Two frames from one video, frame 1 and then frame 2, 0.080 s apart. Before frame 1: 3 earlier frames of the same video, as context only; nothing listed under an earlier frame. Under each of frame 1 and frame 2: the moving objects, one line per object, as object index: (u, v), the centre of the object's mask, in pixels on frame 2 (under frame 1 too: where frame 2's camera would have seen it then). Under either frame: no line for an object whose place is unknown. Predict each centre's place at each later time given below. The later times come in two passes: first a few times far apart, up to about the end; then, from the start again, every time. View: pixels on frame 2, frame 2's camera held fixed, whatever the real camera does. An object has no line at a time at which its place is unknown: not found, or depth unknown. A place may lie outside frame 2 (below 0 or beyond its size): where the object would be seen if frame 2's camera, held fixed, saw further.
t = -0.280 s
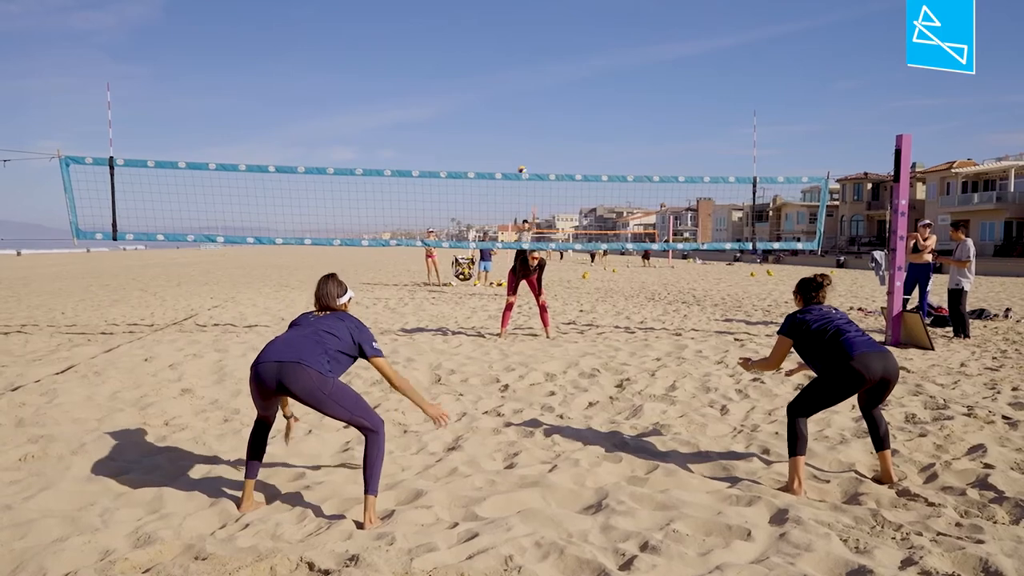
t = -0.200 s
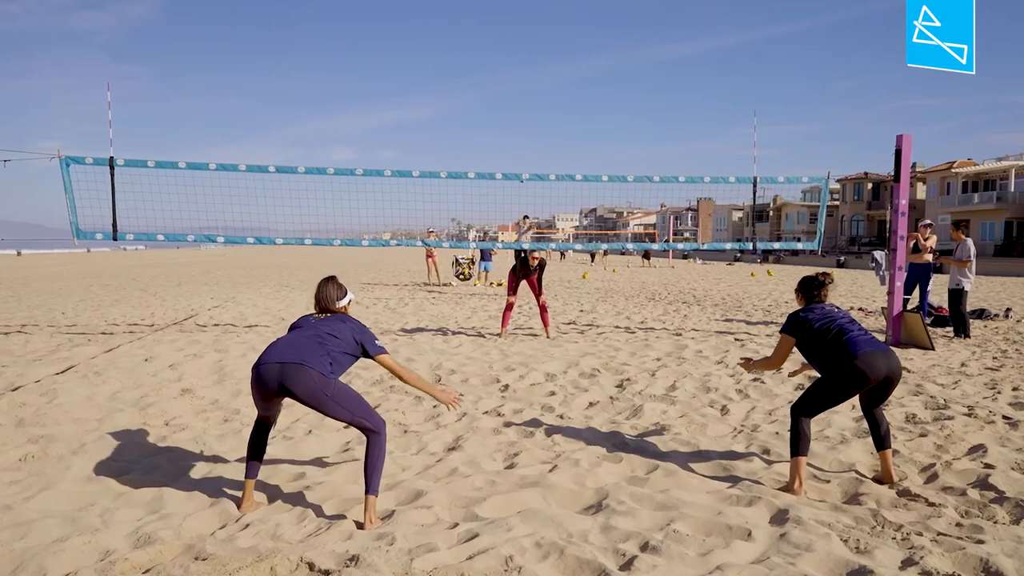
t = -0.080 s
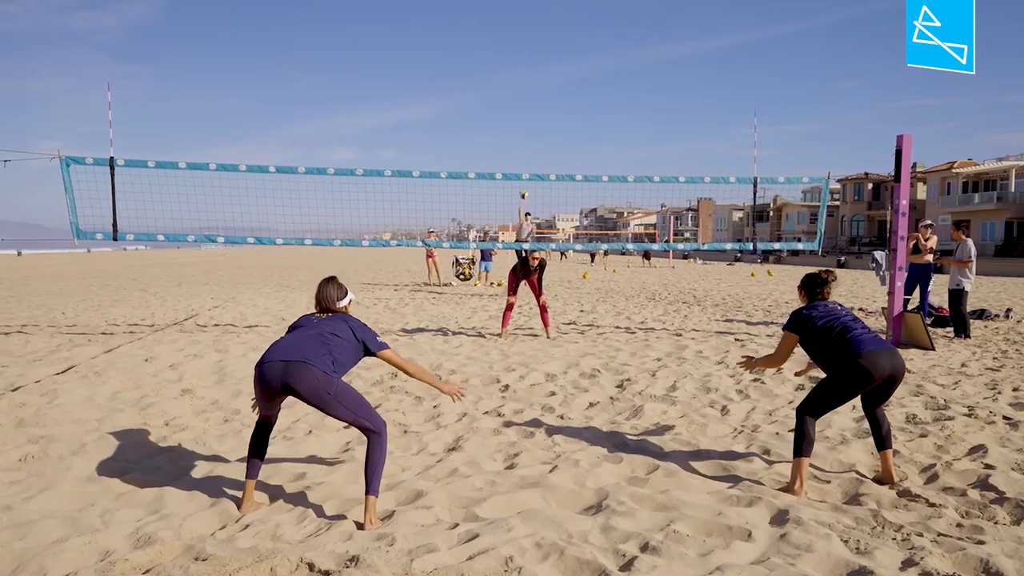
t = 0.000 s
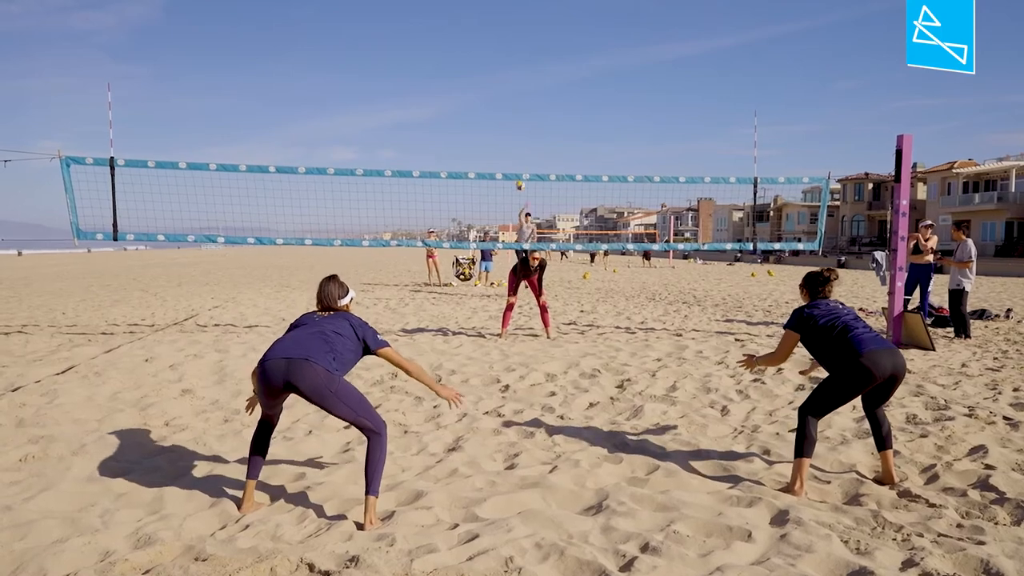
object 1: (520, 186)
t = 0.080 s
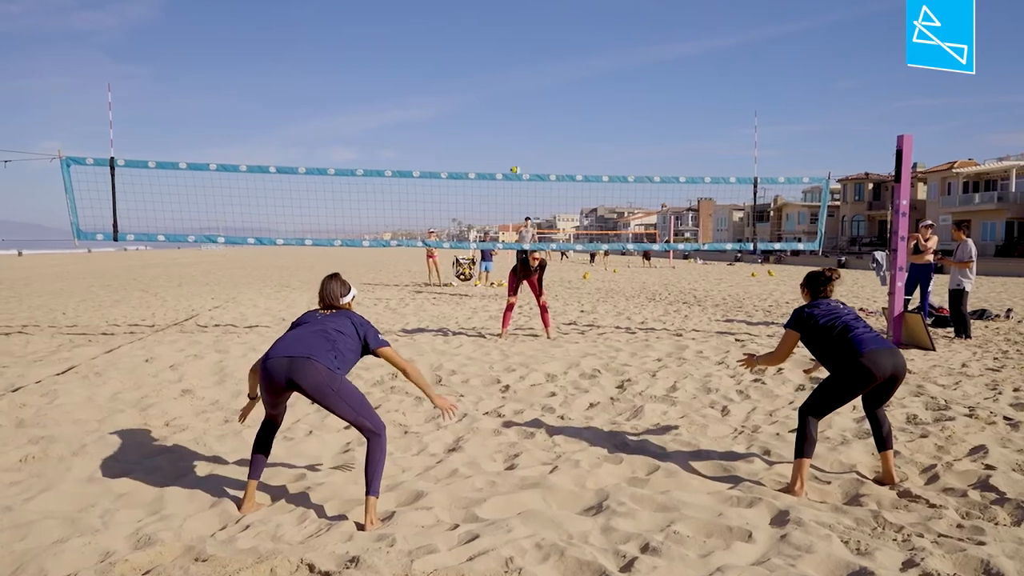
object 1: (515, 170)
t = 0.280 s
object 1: (498, 142)
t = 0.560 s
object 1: (470, 133)
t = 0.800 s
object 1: (443, 182)
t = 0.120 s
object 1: (512, 164)
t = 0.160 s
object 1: (509, 158)
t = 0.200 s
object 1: (505, 152)
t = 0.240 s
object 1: (502, 147)
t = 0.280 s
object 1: (498, 142)
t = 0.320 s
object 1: (494, 137)
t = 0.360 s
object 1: (490, 133)
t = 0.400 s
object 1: (486, 131)
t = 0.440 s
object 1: (482, 130)
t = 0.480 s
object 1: (478, 130)
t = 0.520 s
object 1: (474, 131)
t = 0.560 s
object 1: (470, 133)
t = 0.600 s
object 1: (467, 136)
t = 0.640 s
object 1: (463, 141)
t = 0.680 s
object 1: (459, 148)
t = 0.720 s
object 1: (454, 157)
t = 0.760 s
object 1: (449, 168)
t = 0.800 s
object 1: (443, 182)
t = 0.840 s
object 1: (436, 198)
